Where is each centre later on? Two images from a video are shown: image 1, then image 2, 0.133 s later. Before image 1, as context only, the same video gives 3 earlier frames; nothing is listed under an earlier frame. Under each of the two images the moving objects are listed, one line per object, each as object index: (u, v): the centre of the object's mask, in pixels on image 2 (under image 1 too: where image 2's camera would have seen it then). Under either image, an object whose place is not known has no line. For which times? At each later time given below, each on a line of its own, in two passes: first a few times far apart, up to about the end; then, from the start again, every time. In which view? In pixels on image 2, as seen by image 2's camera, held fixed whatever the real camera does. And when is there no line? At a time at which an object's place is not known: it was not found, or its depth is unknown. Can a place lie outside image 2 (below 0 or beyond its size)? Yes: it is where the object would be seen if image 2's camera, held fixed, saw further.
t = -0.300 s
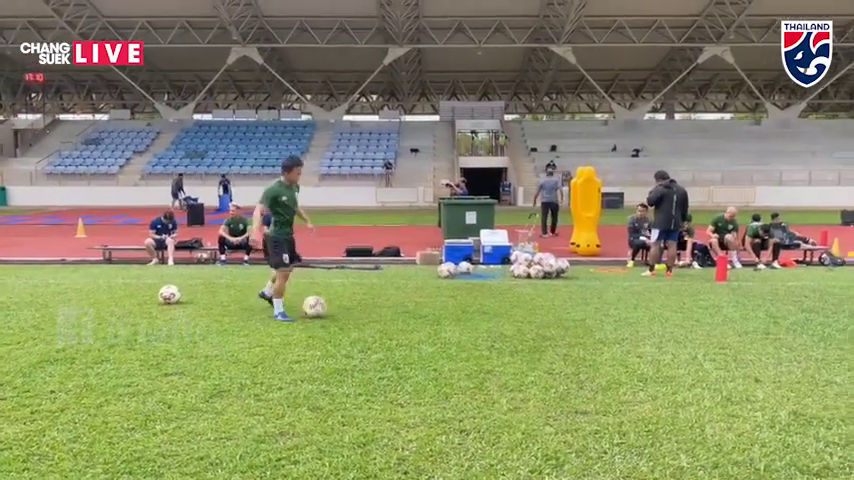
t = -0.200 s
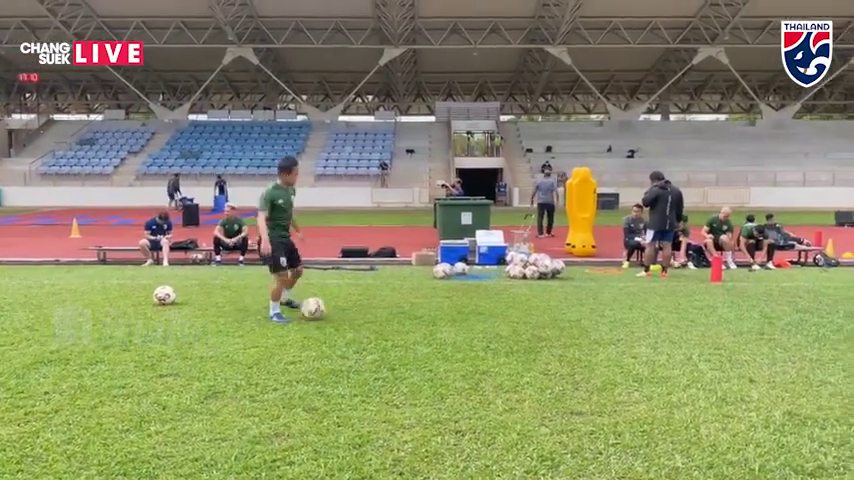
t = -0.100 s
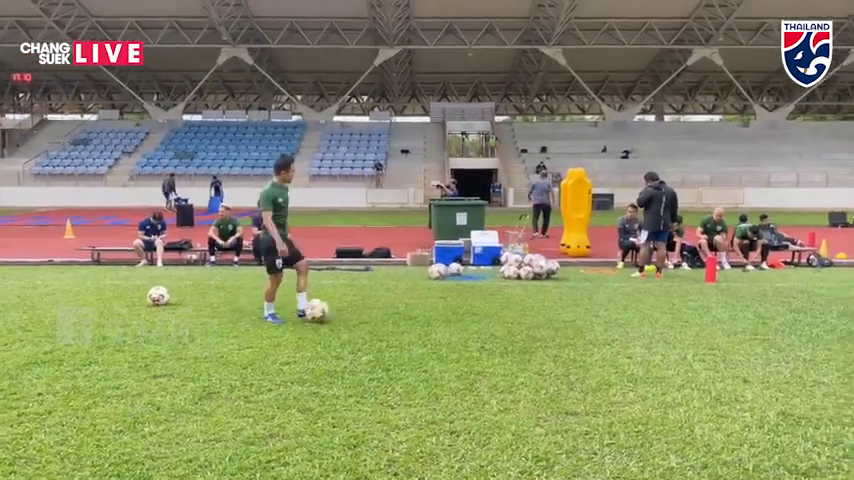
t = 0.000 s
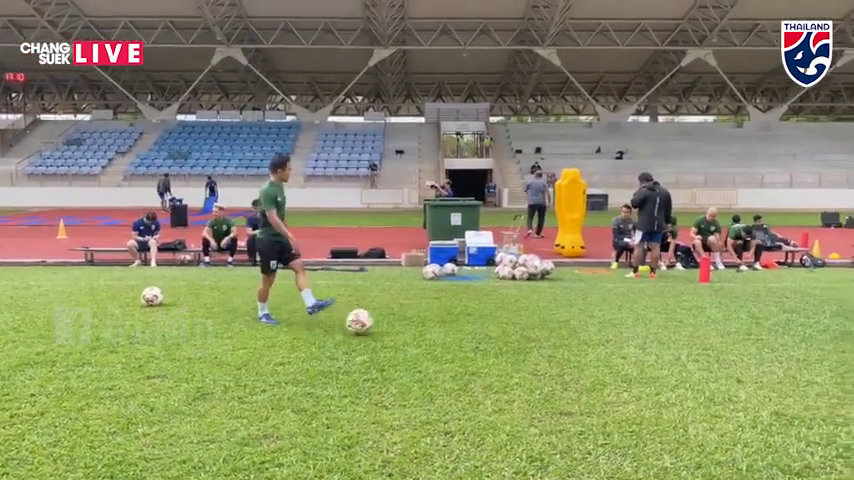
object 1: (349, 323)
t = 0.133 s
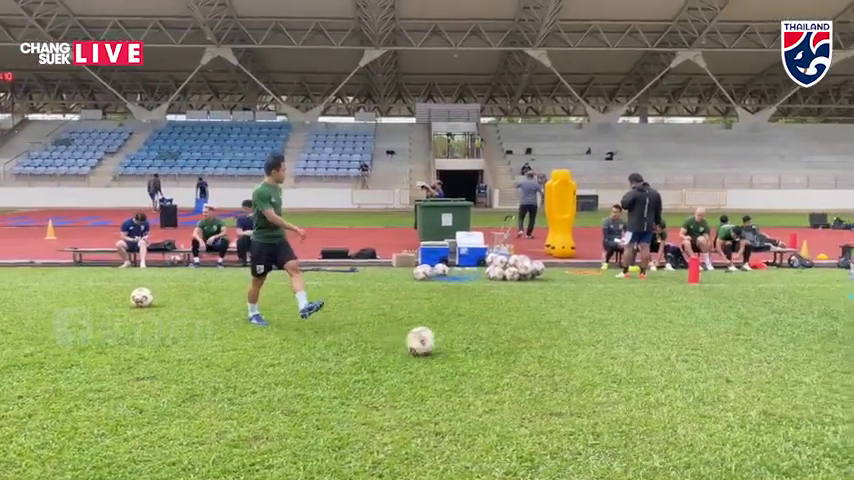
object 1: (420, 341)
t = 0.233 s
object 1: (479, 357)
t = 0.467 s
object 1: (627, 395)
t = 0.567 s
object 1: (698, 411)
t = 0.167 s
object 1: (440, 346)
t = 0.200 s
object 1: (459, 351)
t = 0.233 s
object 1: (479, 357)
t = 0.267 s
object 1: (499, 363)
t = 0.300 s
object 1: (520, 367)
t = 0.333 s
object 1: (541, 373)
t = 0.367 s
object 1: (561, 378)
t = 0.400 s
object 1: (583, 384)
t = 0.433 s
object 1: (604, 389)
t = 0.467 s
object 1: (627, 395)
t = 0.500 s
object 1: (651, 401)
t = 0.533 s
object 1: (674, 406)
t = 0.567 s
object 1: (698, 411)
